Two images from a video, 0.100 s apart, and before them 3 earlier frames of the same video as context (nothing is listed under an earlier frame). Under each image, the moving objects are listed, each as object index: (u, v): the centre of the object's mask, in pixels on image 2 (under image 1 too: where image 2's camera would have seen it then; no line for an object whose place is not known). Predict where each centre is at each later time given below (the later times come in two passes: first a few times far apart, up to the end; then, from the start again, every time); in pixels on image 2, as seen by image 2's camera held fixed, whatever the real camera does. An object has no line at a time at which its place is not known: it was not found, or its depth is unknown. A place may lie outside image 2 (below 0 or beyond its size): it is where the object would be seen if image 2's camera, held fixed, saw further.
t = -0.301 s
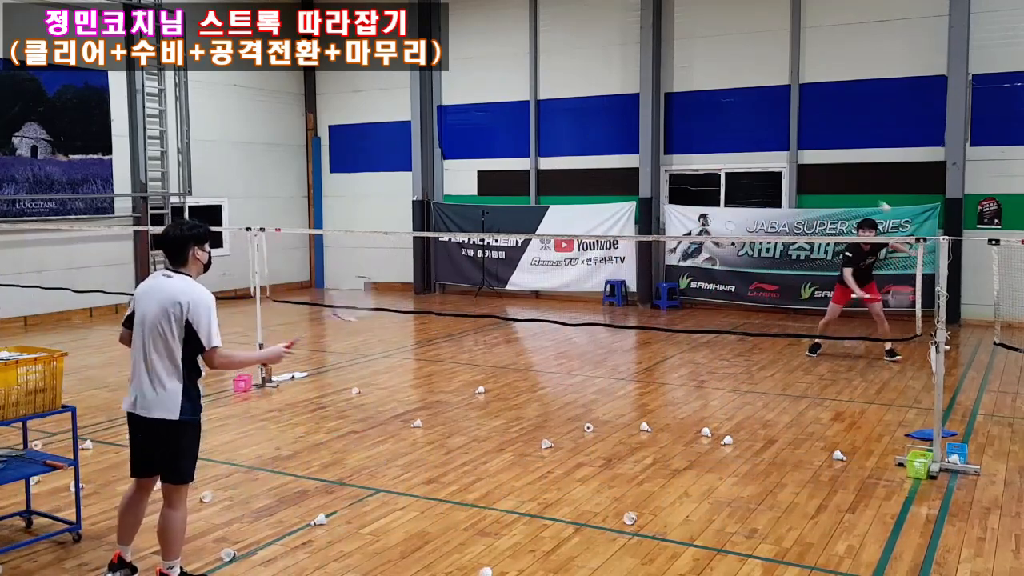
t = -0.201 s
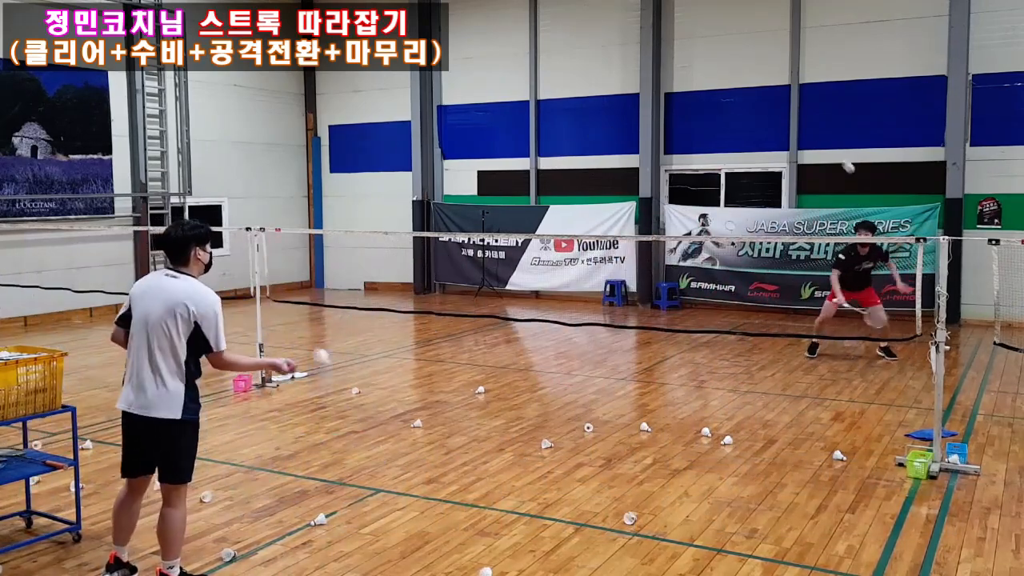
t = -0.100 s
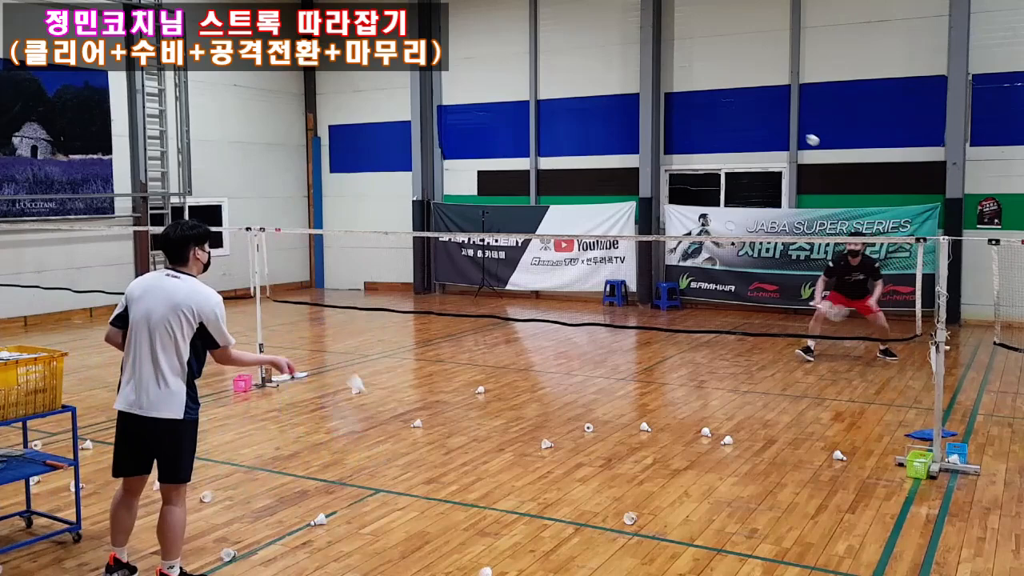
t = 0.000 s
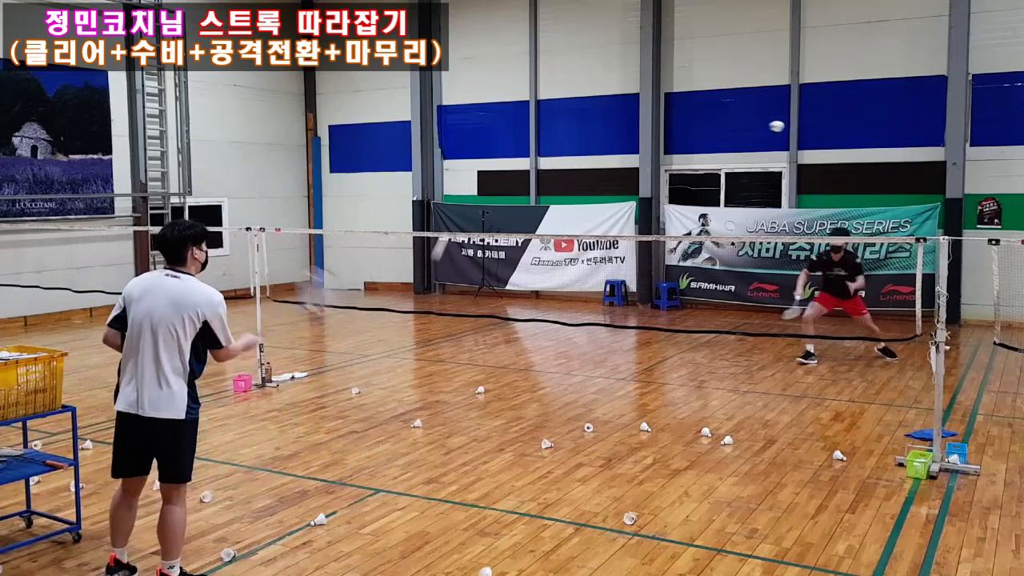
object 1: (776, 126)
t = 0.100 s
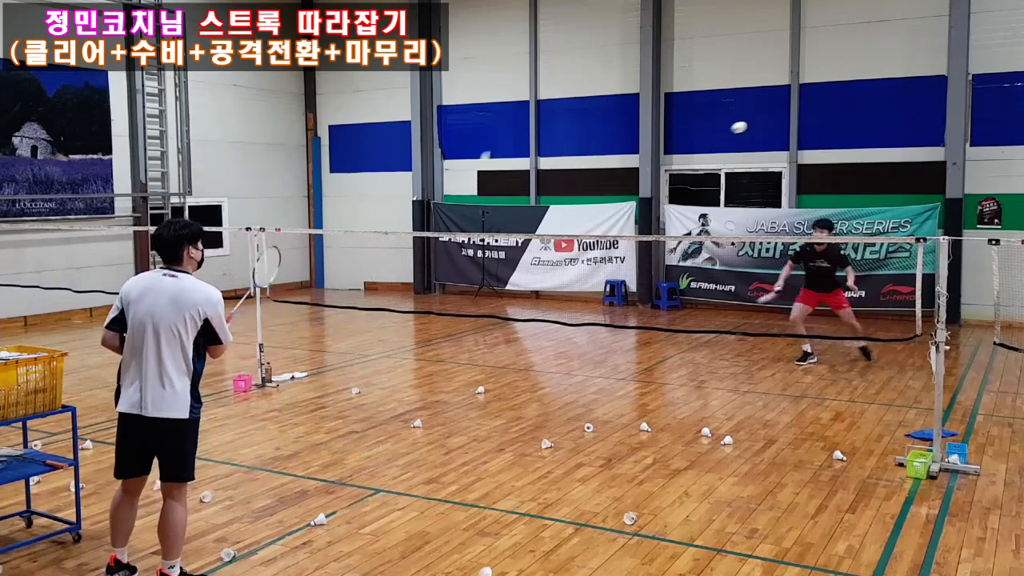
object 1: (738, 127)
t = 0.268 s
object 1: (671, 168)
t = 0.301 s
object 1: (658, 182)
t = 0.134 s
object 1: (725, 132)
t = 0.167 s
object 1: (712, 138)
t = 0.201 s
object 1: (699, 146)
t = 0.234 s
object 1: (686, 155)
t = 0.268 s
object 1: (671, 168)
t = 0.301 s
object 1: (658, 182)
